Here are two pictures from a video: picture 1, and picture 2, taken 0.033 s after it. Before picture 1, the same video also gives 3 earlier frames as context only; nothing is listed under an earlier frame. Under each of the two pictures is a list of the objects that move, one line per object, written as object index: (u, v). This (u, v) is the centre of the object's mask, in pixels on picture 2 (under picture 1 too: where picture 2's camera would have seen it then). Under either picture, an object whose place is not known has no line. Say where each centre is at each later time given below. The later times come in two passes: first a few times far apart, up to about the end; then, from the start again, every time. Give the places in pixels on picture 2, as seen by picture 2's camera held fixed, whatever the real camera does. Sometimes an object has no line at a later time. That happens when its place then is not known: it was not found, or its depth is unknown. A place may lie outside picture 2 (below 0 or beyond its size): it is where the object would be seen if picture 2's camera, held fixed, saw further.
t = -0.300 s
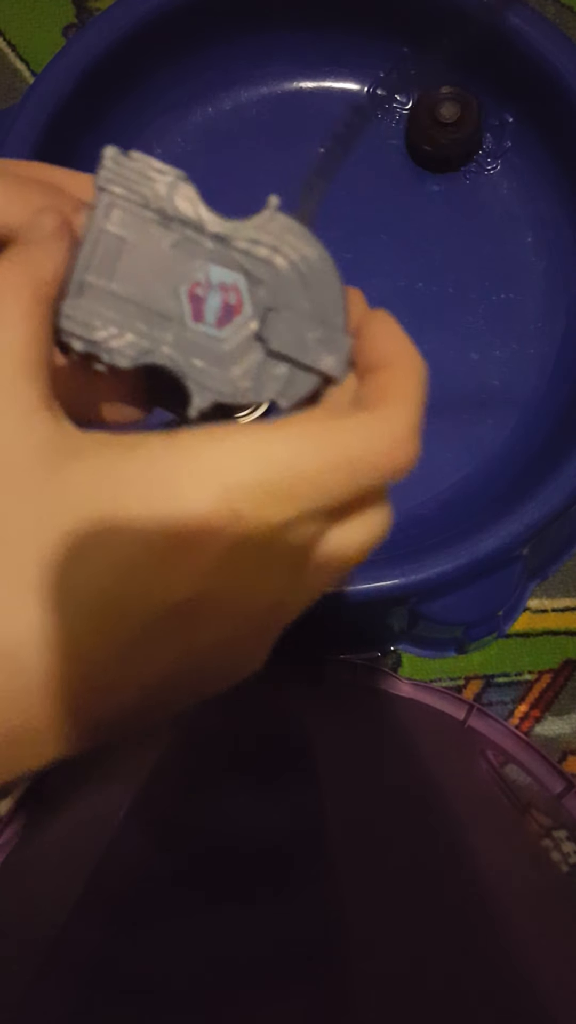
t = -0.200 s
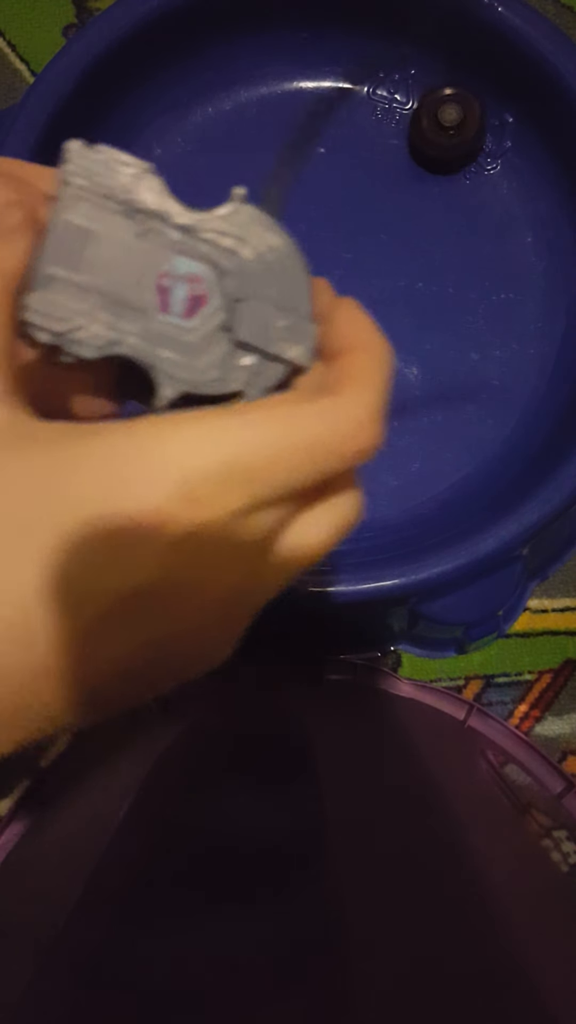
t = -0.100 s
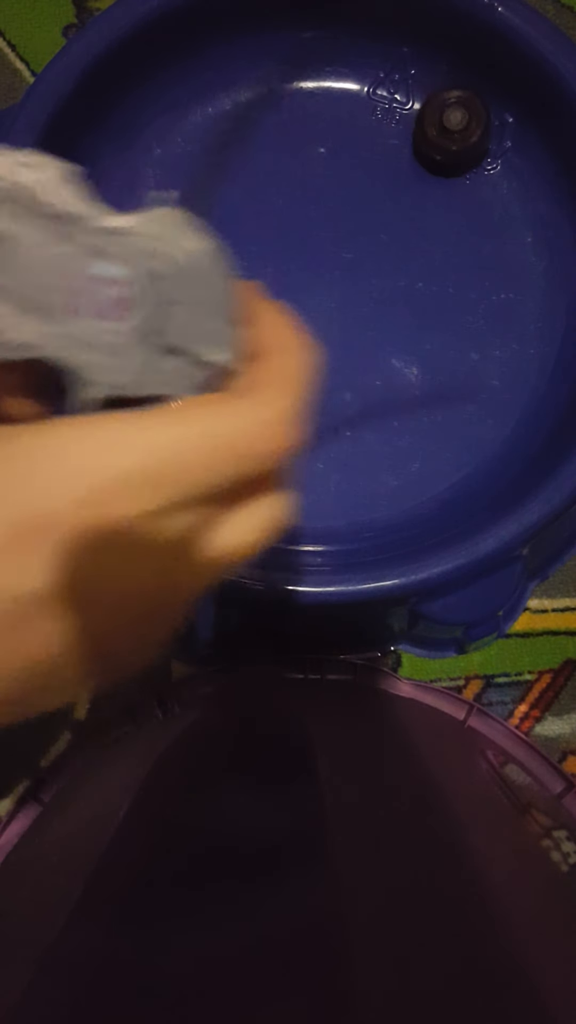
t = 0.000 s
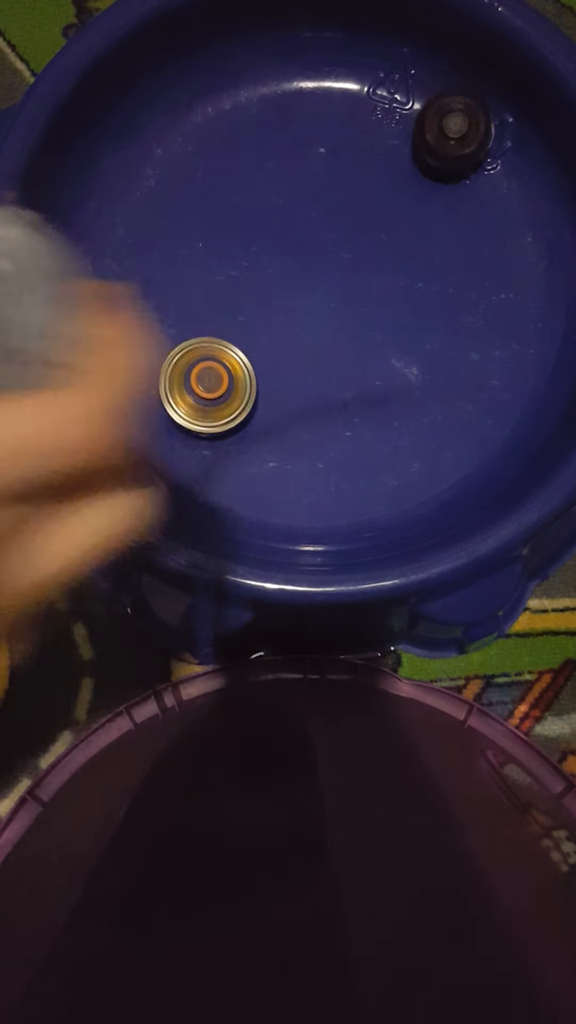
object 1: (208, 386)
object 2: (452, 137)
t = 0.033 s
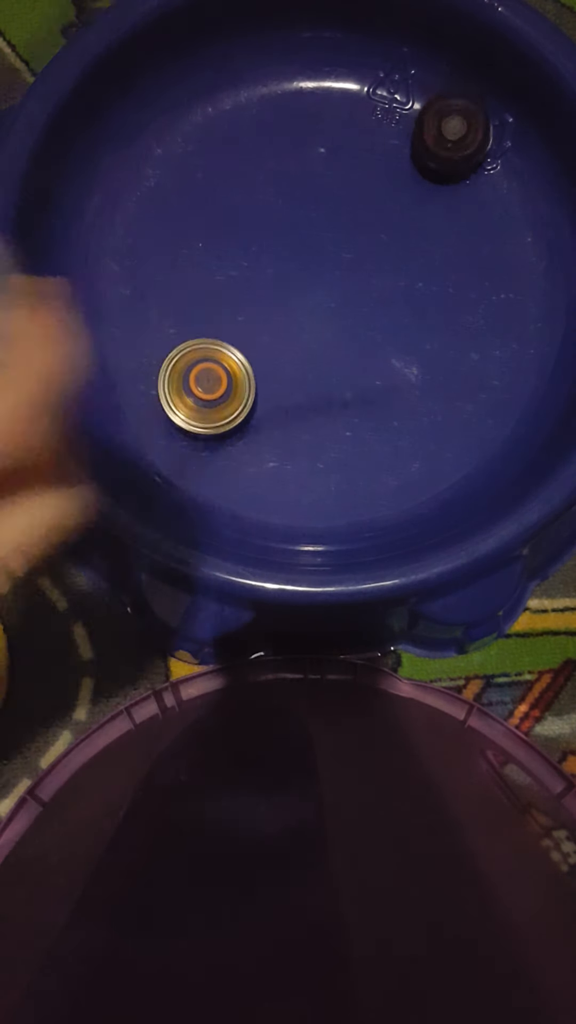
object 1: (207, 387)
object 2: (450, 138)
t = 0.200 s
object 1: (205, 394)
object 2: (442, 152)
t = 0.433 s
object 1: (211, 397)
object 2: (433, 178)
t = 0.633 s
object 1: (221, 395)
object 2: (430, 211)
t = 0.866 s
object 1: (240, 388)
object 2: (438, 252)
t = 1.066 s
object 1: (256, 374)
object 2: (453, 277)
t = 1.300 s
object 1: (269, 351)
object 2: (472, 291)
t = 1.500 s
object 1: (274, 327)
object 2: (482, 293)
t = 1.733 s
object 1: (272, 300)
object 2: (484, 288)
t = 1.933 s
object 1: (264, 282)
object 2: (471, 287)
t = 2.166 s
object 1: (250, 270)
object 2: (449, 298)
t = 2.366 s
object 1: (238, 268)
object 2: (429, 319)
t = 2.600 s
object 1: (229, 274)
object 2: (416, 351)
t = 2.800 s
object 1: (227, 284)
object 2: (416, 374)
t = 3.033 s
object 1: (234, 298)
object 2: (423, 390)
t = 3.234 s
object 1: (249, 309)
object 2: (431, 394)
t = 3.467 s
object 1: (272, 314)
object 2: (429, 387)
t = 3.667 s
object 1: (294, 311)
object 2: (417, 379)
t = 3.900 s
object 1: (314, 299)
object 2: (394, 377)
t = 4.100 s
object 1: (325, 285)
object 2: (370, 383)
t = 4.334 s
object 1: (329, 267)
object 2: (348, 400)
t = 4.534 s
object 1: (326, 253)
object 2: (341, 415)
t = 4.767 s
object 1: (314, 243)
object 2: (341, 428)
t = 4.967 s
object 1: (301, 241)
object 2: (344, 429)
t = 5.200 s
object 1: (288, 249)
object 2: (344, 417)
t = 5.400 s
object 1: (281, 262)
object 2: (334, 403)
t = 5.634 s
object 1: (283, 283)
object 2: (313, 391)
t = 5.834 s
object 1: (292, 298)
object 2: (292, 389)
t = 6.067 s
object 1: (299, 227)
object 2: (285, 512)
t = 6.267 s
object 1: (310, 219)
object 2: (274, 492)
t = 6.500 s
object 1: (315, 215)
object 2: (284, 479)
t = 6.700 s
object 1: (314, 216)
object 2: (287, 448)
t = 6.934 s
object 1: (314, 221)
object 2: (259, 397)
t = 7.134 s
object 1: (314, 227)
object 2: (218, 364)
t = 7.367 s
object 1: (318, 236)
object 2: (177, 355)
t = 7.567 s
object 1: (324, 248)
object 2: (161, 368)
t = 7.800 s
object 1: (333, 264)
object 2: (168, 385)
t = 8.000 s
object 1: (345, 274)
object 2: (190, 387)
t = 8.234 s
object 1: (358, 280)
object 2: (220, 362)
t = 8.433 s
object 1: (366, 279)
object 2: (233, 319)
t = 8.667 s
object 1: (367, 276)
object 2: (223, 274)
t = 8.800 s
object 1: (366, 275)
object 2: (209, 260)
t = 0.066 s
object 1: (206, 389)
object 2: (448, 142)
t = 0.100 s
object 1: (206, 390)
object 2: (447, 144)
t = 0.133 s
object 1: (205, 392)
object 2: (446, 146)
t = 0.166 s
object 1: (205, 393)
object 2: (444, 149)
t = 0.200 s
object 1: (205, 394)
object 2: (442, 152)
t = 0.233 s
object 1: (206, 395)
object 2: (441, 155)
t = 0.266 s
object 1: (207, 395)
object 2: (440, 158)
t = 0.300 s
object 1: (207, 396)
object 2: (439, 162)
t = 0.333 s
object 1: (208, 396)
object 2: (437, 165)
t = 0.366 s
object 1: (209, 397)
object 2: (436, 169)
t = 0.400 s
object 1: (210, 397)
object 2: (435, 173)
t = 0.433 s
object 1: (211, 397)
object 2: (433, 178)
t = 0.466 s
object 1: (213, 397)
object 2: (433, 183)
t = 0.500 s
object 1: (214, 397)
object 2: (432, 188)
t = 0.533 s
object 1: (216, 397)
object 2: (430, 194)
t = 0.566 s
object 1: (218, 397)
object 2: (430, 199)
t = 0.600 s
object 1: (219, 396)
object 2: (430, 205)
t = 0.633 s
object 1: (221, 395)
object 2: (430, 211)
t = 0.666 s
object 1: (224, 395)
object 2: (430, 217)
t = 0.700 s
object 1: (227, 394)
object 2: (431, 223)
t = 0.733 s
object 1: (229, 394)
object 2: (431, 229)
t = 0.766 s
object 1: (232, 392)
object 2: (432, 235)
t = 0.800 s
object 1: (235, 392)
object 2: (434, 241)
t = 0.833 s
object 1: (237, 390)
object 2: (436, 246)
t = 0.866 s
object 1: (240, 388)
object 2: (438, 252)
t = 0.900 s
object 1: (243, 386)
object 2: (440, 257)
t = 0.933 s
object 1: (246, 384)
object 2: (442, 261)
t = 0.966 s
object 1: (248, 382)
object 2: (445, 266)
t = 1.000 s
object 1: (251, 379)
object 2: (448, 271)
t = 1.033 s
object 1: (253, 377)
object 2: (451, 274)
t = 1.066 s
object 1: (256, 374)
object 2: (453, 277)
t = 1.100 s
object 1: (258, 371)
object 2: (456, 281)
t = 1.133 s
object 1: (260, 368)
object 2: (459, 283)
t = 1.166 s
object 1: (262, 364)
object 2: (461, 285)
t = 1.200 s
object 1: (264, 361)
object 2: (464, 287)
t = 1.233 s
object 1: (266, 358)
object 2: (467, 289)
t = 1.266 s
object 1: (267, 354)
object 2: (469, 290)
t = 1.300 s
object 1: (269, 351)
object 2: (472, 291)
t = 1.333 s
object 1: (270, 347)
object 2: (473, 292)
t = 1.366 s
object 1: (271, 343)
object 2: (476, 293)
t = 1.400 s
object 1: (272, 339)
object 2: (477, 293)
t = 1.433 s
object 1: (274, 335)
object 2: (479, 293)
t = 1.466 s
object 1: (274, 331)
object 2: (481, 293)
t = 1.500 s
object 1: (274, 327)
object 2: (482, 293)
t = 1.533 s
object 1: (275, 324)
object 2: (484, 293)
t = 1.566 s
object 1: (275, 319)
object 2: (485, 292)
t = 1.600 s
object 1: (275, 315)
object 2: (485, 291)
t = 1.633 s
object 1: (274, 311)
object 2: (486, 290)
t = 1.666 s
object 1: (274, 308)
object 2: (486, 290)
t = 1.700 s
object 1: (273, 304)
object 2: (485, 289)
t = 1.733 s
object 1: (272, 300)
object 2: (484, 288)
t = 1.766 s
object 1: (271, 296)
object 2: (483, 287)
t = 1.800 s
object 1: (270, 293)
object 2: (482, 286)
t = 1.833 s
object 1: (269, 290)
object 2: (479, 286)
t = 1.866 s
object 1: (267, 288)
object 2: (476, 286)
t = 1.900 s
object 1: (265, 285)
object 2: (474, 287)
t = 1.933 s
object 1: (264, 282)
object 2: (471, 287)
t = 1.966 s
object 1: (262, 280)
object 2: (468, 288)
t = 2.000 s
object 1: (260, 278)
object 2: (465, 289)
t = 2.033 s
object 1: (258, 276)
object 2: (462, 291)
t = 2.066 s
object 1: (257, 275)
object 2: (459, 292)
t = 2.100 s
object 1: (255, 273)
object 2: (455, 294)
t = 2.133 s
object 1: (253, 271)
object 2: (452, 296)
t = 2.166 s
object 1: (250, 270)
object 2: (449, 298)
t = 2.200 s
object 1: (248, 269)
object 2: (445, 301)
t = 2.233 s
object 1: (246, 268)
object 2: (442, 304)
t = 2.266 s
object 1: (244, 268)
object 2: (439, 308)
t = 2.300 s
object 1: (242, 267)
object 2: (435, 311)
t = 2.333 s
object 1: (240, 268)
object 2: (432, 315)
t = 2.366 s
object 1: (238, 268)
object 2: (429, 319)
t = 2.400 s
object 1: (237, 268)
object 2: (427, 324)
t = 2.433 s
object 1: (235, 269)
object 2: (425, 328)
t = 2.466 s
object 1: (233, 269)
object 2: (422, 333)
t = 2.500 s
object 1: (232, 271)
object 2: (420, 337)
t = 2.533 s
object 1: (231, 272)
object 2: (419, 341)
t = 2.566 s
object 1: (230, 273)
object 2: (417, 346)
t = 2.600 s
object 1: (229, 274)
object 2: (416, 351)
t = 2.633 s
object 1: (228, 275)
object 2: (415, 355)
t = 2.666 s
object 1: (227, 278)
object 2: (415, 359)
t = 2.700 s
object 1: (227, 280)
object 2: (415, 363)
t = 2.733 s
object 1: (227, 281)
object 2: (415, 367)
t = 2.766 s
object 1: (226, 283)
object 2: (415, 370)
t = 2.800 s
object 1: (227, 284)
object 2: (416, 374)
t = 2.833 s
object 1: (227, 286)
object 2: (416, 377)
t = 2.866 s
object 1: (228, 288)
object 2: (417, 379)
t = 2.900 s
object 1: (229, 290)
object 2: (418, 382)
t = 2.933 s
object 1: (229, 292)
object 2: (419, 384)
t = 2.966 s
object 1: (230, 294)
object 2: (421, 386)
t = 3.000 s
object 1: (232, 296)
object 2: (422, 388)
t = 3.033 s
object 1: (234, 298)
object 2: (423, 390)
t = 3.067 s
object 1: (236, 300)
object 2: (425, 391)
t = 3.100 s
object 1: (238, 302)
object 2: (426, 392)
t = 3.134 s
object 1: (240, 304)
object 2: (428, 393)
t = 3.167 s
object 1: (243, 306)
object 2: (429, 393)
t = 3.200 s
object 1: (246, 308)
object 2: (430, 394)
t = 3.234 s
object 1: (249, 309)
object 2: (431, 394)
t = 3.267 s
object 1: (252, 310)
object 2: (431, 394)
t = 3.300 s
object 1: (255, 312)
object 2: (431, 393)
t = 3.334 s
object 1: (258, 313)
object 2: (431, 393)
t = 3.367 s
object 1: (262, 313)
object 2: (432, 391)
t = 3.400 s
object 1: (265, 314)
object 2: (431, 390)
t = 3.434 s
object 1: (269, 314)
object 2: (431, 389)
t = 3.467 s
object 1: (272, 314)
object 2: (429, 387)
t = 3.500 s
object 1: (276, 314)
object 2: (428, 386)
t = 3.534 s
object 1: (280, 314)
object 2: (427, 384)
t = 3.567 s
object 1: (283, 314)
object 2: (425, 383)
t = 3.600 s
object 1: (286, 313)
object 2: (422, 381)
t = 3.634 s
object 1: (290, 312)
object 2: (420, 380)
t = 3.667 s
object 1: (294, 311)
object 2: (417, 379)
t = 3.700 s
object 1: (297, 310)
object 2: (414, 378)
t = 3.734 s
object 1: (300, 308)
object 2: (411, 377)
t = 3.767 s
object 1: (303, 307)
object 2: (408, 376)
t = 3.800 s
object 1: (306, 305)
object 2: (405, 376)
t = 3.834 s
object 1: (309, 303)
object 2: (401, 376)
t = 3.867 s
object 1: (312, 301)
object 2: (397, 376)
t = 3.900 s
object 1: (314, 299)
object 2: (394, 377)
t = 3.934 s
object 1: (316, 297)
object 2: (390, 377)
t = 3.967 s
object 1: (319, 294)
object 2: (386, 378)
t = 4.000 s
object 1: (321, 292)
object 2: (382, 379)
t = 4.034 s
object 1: (322, 290)
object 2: (378, 380)
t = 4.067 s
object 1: (324, 288)
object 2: (374, 381)
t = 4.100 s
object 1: (325, 285)
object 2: (370, 383)
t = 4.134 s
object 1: (326, 282)
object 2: (366, 385)
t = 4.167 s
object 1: (327, 280)
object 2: (363, 387)
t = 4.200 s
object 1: (328, 277)
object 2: (359, 389)
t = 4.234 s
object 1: (329, 274)
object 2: (356, 392)
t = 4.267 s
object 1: (329, 272)
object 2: (353, 395)
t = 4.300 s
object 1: (329, 269)
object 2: (351, 397)
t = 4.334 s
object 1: (329, 267)
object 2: (348, 400)
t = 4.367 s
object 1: (329, 264)
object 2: (346, 403)
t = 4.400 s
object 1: (329, 262)
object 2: (345, 405)
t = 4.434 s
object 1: (328, 259)
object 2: (343, 408)
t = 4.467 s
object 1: (328, 257)
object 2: (342, 410)
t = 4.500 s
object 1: (327, 255)
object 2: (341, 413)
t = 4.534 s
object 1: (326, 253)
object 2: (341, 415)
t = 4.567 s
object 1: (324, 251)
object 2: (340, 418)
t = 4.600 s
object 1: (323, 249)
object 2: (340, 420)
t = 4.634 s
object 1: (321, 248)
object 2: (340, 422)
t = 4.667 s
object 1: (320, 246)
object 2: (340, 424)
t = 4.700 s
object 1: (318, 245)
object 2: (340, 426)
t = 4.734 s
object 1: (316, 244)
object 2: (340, 427)
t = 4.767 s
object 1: (314, 243)
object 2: (341, 428)
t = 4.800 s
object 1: (312, 242)
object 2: (341, 429)
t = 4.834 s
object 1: (310, 242)
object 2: (342, 430)
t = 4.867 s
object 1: (308, 241)
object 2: (342, 430)
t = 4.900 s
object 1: (306, 241)
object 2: (342, 430)
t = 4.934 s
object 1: (303, 241)
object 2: (343, 430)
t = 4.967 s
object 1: (301, 241)
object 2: (344, 429)
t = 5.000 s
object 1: (299, 242)
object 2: (344, 428)
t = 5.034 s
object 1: (297, 243)
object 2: (345, 427)
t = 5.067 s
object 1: (295, 243)
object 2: (345, 425)
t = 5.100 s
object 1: (293, 244)
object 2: (345, 423)
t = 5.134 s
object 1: (291, 246)
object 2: (345, 421)
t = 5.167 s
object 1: (289, 248)
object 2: (344, 419)
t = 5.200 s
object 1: (288, 249)
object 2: (344, 417)
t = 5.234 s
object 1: (286, 251)
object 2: (343, 414)
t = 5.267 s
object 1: (285, 253)
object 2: (341, 412)
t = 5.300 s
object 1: (284, 256)
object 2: (340, 410)
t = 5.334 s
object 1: (283, 258)
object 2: (338, 407)
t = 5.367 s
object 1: (282, 260)
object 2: (336, 405)
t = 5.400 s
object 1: (281, 262)
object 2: (334, 403)
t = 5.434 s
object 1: (281, 265)
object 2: (331, 401)
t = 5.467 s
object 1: (281, 268)
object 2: (329, 399)
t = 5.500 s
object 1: (281, 271)
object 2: (326, 397)
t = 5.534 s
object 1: (281, 274)
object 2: (323, 395)
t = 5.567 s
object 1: (281, 277)
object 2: (320, 394)
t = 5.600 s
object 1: (282, 280)
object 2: (316, 392)
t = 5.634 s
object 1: (283, 283)
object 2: (313, 391)
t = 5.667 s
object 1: (284, 285)
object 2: (309, 390)
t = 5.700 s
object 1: (285, 287)
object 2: (306, 390)
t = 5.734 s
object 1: (287, 290)
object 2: (302, 389)
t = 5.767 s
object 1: (289, 293)
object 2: (299, 389)
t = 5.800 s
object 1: (290, 295)
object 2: (295, 389)
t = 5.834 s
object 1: (292, 298)
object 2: (292, 389)
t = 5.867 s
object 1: (292, 285)
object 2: (291, 406)
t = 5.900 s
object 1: (292, 266)
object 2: (292, 439)
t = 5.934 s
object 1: (292, 249)
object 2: (293, 466)
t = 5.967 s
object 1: (293, 238)
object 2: (293, 484)
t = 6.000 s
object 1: (295, 232)
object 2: (291, 496)
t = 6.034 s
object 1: (297, 229)
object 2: (289, 505)
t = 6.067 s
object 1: (299, 227)
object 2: (285, 512)
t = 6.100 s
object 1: (300, 225)
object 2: (281, 514)
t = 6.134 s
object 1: (303, 224)
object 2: (278, 510)
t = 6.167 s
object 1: (305, 223)
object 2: (276, 504)
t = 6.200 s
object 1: (306, 222)
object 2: (274, 499)
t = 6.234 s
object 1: (308, 220)
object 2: (274, 495)
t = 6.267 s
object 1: (310, 219)
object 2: (274, 492)
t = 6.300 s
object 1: (311, 219)
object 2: (274, 491)
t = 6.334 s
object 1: (312, 217)
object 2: (276, 491)
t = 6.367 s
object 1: (313, 217)
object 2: (278, 489)
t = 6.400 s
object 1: (314, 216)
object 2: (279, 488)
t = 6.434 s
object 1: (314, 216)
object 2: (281, 486)
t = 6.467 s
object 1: (314, 215)
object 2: (283, 483)
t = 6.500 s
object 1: (315, 215)
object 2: (284, 479)
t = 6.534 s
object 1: (315, 215)
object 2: (286, 475)
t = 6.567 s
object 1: (315, 215)
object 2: (286, 470)
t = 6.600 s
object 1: (315, 215)
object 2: (287, 466)
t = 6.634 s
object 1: (315, 215)
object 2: (288, 460)
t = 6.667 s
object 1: (315, 216)
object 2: (287, 454)
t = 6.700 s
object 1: (314, 216)
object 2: (287, 448)
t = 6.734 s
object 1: (314, 217)
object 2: (285, 441)
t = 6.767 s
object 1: (314, 217)
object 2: (282, 434)
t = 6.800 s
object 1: (314, 218)
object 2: (279, 427)
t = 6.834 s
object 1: (314, 218)
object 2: (275, 419)
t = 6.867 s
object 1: (314, 219)
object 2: (270, 411)
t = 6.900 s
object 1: (314, 220)
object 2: (265, 404)
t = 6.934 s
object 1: (314, 221)
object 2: (259, 397)
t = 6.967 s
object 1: (313, 221)
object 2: (253, 390)
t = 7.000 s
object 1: (313, 222)
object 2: (247, 384)
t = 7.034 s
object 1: (314, 223)
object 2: (240, 379)
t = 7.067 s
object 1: (314, 225)
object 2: (232, 372)
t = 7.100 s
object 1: (314, 226)
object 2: (225, 368)
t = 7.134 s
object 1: (314, 227)
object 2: (218, 364)
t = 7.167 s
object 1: (315, 228)
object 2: (212, 361)
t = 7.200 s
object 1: (315, 230)
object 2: (205, 358)
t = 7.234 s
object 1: (315, 231)
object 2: (198, 356)
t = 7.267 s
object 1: (316, 232)
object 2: (192, 355)
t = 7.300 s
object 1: (316, 234)
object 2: (187, 354)
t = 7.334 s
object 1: (317, 235)
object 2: (181, 354)
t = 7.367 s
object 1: (318, 236)
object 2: (177, 355)
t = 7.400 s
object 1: (319, 238)
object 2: (173, 356)
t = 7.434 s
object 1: (320, 240)
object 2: (169, 358)
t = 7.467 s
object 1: (320, 241)
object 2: (166, 360)
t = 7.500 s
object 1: (322, 243)
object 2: (164, 363)
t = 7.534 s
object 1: (323, 246)
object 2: (162, 365)
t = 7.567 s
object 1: (324, 248)
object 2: (161, 368)
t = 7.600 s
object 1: (325, 250)
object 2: (160, 371)
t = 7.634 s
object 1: (326, 252)
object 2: (160, 374)
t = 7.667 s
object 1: (327, 255)
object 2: (160, 376)
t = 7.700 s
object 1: (328, 257)
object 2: (162, 379)
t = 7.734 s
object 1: (330, 259)
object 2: (163, 381)
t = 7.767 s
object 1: (332, 262)
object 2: (165, 383)
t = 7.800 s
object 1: (333, 264)
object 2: (168, 385)
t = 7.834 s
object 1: (335, 265)
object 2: (171, 386)
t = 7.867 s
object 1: (337, 267)
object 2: (174, 387)
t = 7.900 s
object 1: (339, 269)
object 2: (177, 388)
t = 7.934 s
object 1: (341, 271)
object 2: (181, 388)
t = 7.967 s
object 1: (343, 272)
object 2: (185, 387)
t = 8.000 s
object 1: (345, 274)
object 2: (190, 387)
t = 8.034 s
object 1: (347, 275)
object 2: (194, 385)
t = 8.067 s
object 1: (348, 276)
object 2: (198, 383)
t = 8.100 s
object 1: (351, 277)
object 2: (203, 380)
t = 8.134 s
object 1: (353, 278)
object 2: (207, 376)
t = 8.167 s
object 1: (354, 279)
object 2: (212, 372)
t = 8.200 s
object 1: (356, 279)
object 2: (216, 367)
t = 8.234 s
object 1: (358, 280)
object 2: (220, 362)
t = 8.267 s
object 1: (359, 280)
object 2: (223, 356)
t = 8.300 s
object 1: (361, 280)
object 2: (226, 349)
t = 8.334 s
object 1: (362, 280)
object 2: (229, 341)
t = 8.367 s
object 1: (364, 280)
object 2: (231, 335)
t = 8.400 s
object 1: (365, 280)
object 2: (233, 327)
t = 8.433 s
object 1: (366, 279)
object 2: (233, 319)
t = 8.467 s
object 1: (367, 279)
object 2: (233, 312)
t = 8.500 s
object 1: (367, 279)
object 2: (233, 305)
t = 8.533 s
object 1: (367, 278)
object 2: (232, 297)
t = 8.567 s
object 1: (367, 278)
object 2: (230, 290)
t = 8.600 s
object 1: (368, 278)
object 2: (228, 285)
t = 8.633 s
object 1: (367, 277)
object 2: (225, 279)
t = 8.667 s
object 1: (367, 276)
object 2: (223, 274)
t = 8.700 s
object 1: (367, 276)
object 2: (220, 270)
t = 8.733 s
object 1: (367, 276)
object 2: (216, 266)
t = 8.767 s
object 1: (367, 276)
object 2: (212, 263)
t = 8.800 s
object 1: (366, 275)
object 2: (209, 260)
